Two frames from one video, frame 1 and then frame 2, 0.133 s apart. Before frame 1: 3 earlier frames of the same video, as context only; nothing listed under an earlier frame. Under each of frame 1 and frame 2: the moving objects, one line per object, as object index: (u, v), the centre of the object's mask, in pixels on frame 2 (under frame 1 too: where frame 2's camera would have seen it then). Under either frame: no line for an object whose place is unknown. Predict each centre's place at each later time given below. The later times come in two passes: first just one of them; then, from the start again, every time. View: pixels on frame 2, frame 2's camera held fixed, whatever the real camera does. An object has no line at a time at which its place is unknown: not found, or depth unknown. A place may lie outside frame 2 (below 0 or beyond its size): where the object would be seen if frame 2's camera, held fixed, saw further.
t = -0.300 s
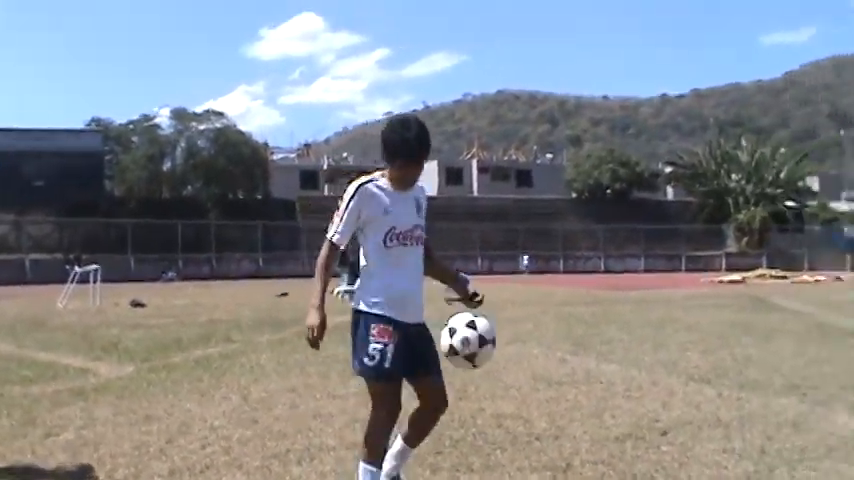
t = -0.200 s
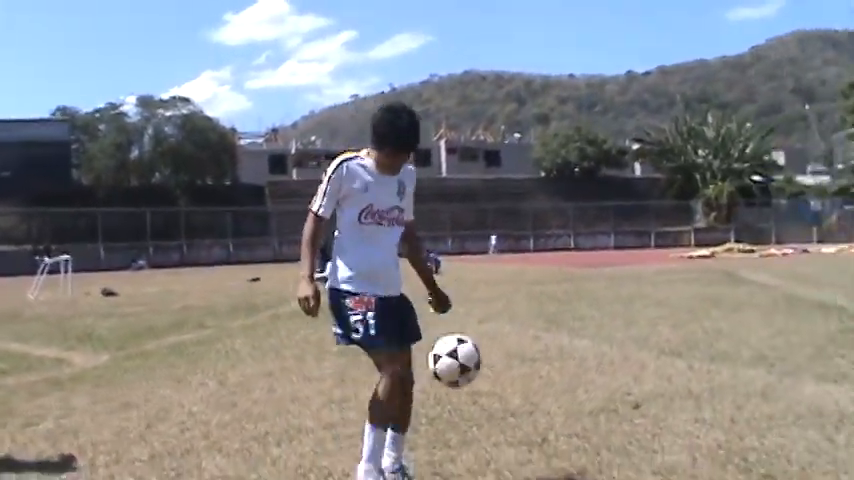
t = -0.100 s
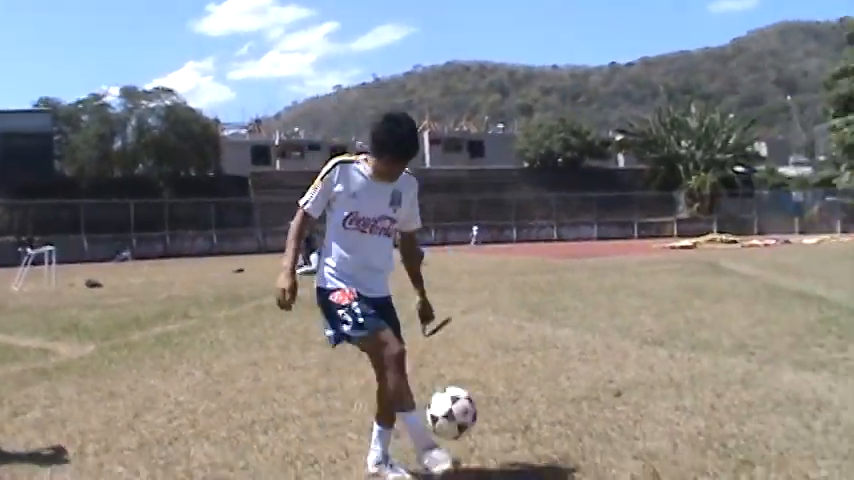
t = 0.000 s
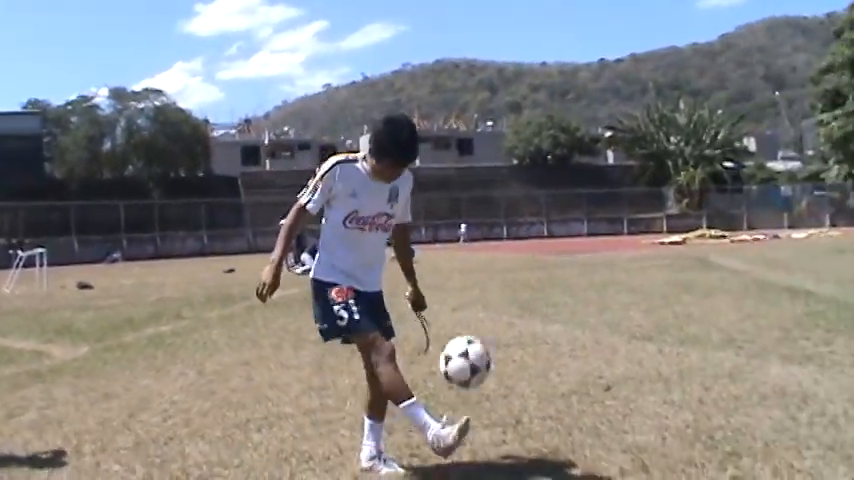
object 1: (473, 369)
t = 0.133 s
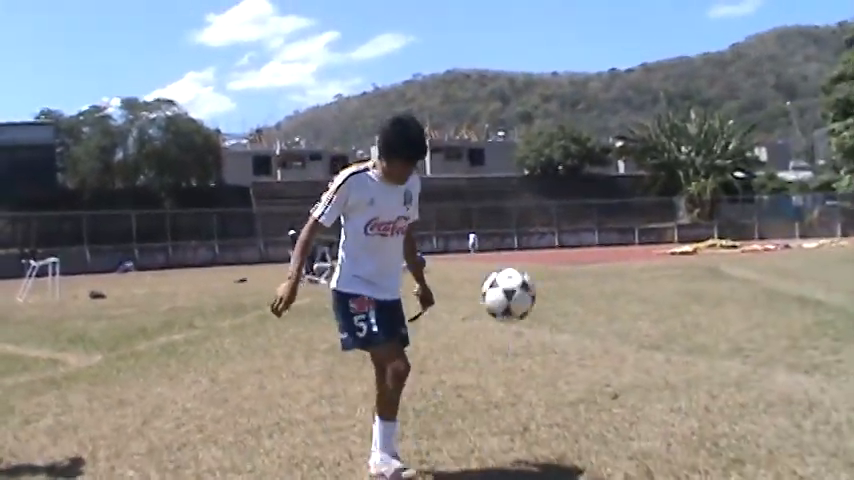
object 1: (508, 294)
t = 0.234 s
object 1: (536, 261)
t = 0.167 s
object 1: (517, 281)
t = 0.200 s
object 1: (527, 270)
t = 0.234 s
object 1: (536, 261)
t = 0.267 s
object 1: (545, 254)
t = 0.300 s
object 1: (554, 252)
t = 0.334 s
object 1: (564, 250)
